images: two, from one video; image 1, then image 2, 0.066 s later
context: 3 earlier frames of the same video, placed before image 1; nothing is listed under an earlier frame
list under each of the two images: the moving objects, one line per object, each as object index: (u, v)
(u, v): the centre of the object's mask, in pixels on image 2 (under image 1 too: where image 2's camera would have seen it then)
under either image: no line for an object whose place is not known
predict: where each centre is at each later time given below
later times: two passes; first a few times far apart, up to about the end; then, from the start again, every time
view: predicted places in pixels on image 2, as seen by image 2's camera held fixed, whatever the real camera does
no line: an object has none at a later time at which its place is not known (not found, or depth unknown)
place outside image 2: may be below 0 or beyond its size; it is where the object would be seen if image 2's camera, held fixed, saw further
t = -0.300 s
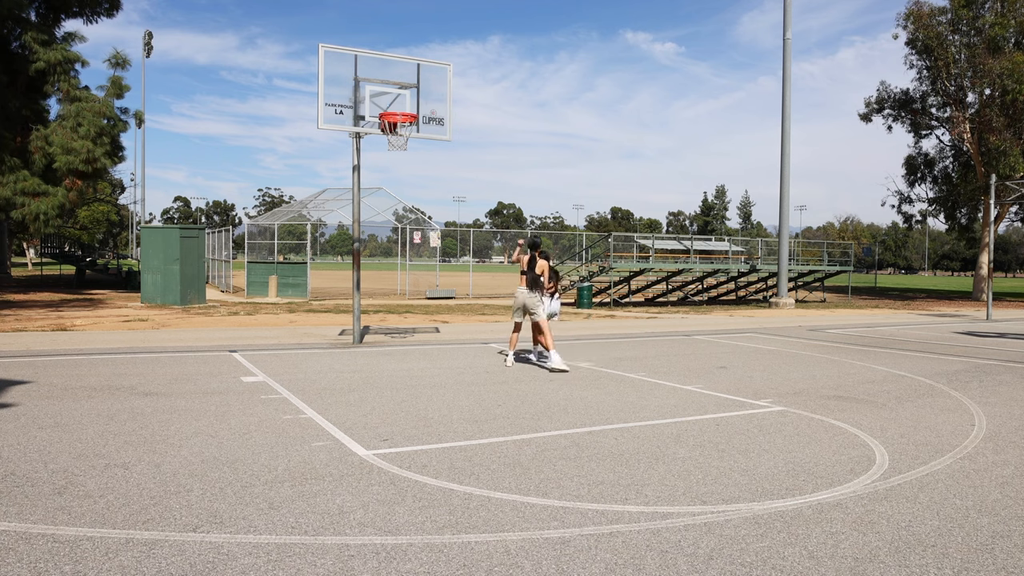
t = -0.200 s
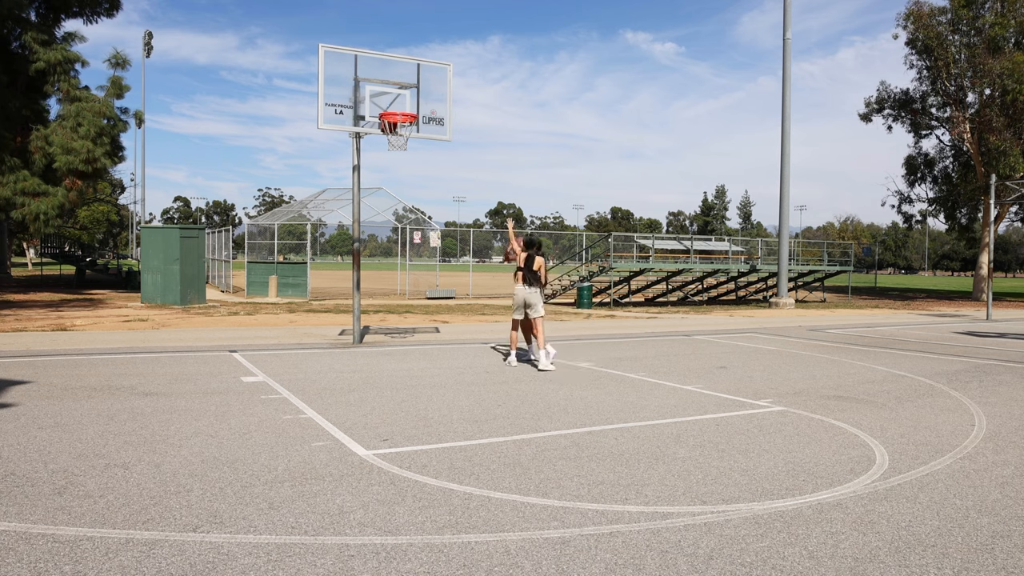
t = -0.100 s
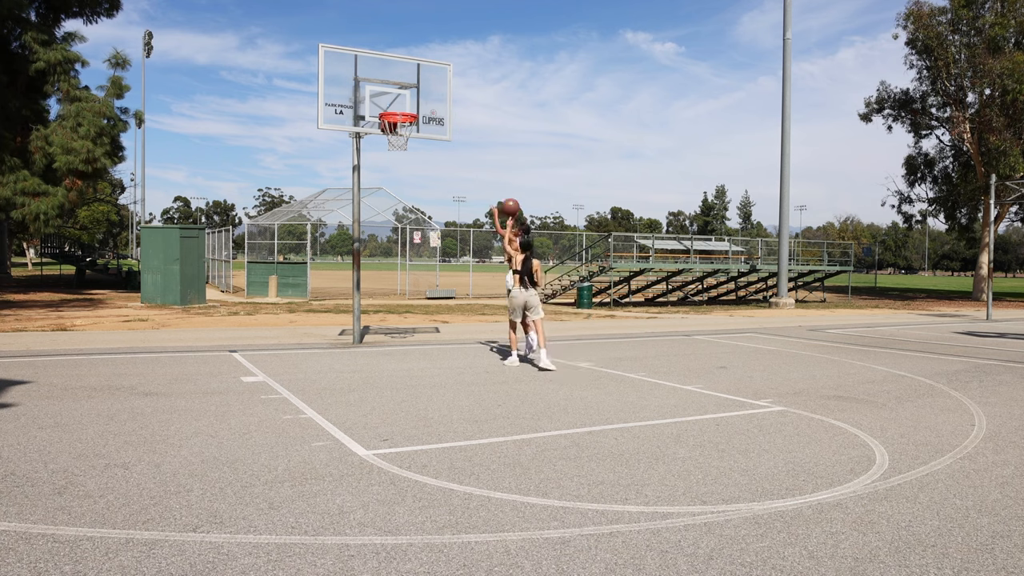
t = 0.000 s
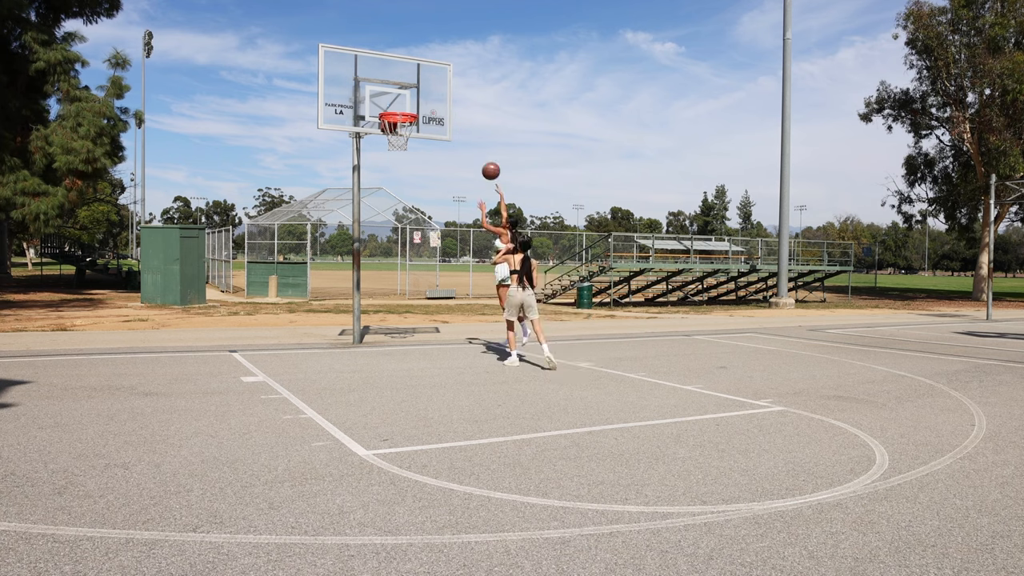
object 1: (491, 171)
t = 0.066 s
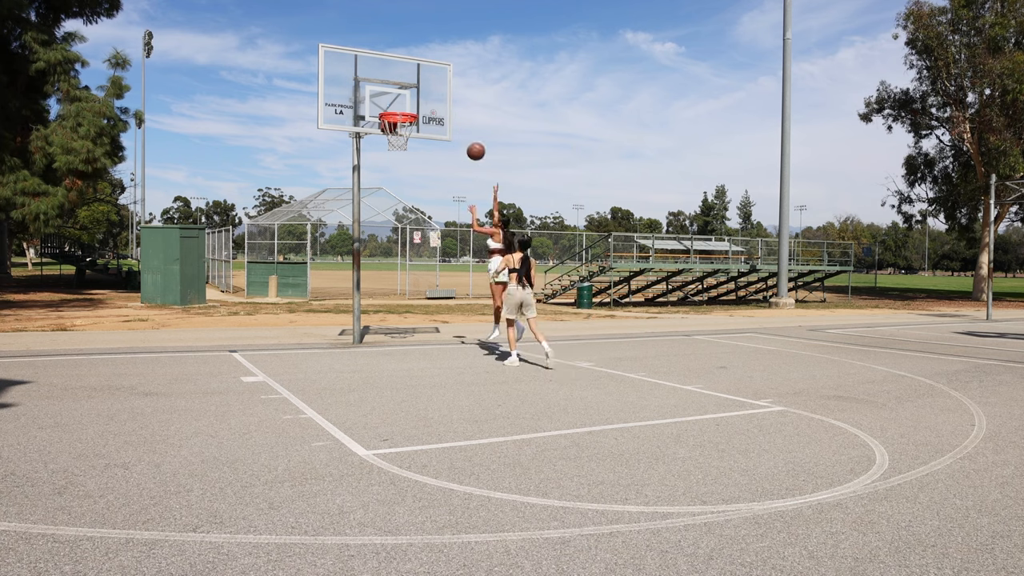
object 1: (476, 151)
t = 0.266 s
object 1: (431, 114)
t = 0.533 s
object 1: (405, 105)
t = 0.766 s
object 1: (394, 125)
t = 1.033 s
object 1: (399, 149)
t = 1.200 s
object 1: (405, 178)
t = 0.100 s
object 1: (468, 142)
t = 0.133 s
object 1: (461, 135)
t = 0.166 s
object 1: (453, 128)
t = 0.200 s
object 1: (446, 123)
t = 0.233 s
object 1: (438, 118)
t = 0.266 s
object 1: (431, 114)
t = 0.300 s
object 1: (424, 110)
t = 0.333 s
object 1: (417, 107)
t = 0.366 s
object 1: (415, 106)
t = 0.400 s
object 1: (412, 105)
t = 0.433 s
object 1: (410, 105)
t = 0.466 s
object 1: (408, 106)
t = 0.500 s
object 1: (406, 105)
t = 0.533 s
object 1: (405, 105)
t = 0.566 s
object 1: (403, 104)
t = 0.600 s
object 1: (402, 105)
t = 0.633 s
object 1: (401, 106)
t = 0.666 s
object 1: (399, 107)
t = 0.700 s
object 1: (398, 108)
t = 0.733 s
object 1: (397, 121)
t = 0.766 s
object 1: (394, 125)
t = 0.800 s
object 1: (393, 129)
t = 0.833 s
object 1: (392, 133)
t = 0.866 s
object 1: (393, 143)
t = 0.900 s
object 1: (393, 146)
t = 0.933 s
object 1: (395, 145)
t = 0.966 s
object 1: (397, 145)
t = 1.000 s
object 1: (398, 147)
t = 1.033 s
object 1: (399, 149)
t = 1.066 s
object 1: (400, 153)
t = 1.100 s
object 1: (401, 158)
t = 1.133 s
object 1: (403, 164)
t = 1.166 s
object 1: (404, 170)
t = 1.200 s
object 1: (405, 178)
